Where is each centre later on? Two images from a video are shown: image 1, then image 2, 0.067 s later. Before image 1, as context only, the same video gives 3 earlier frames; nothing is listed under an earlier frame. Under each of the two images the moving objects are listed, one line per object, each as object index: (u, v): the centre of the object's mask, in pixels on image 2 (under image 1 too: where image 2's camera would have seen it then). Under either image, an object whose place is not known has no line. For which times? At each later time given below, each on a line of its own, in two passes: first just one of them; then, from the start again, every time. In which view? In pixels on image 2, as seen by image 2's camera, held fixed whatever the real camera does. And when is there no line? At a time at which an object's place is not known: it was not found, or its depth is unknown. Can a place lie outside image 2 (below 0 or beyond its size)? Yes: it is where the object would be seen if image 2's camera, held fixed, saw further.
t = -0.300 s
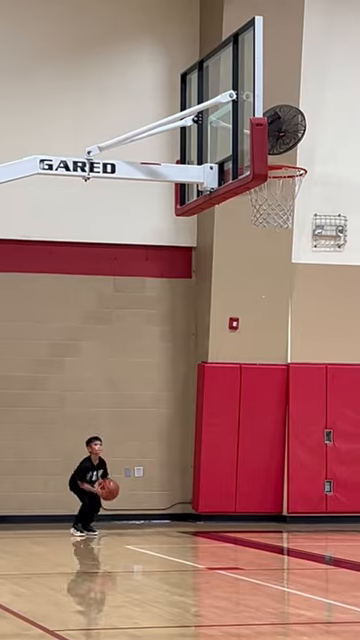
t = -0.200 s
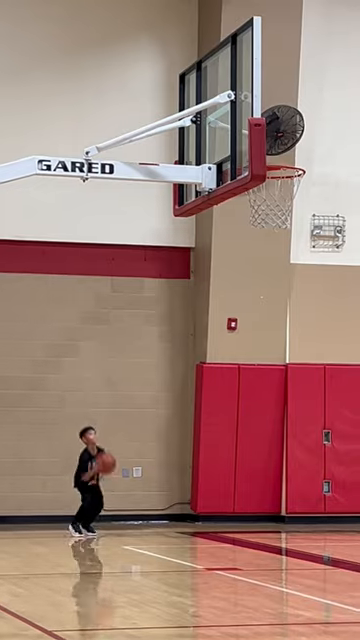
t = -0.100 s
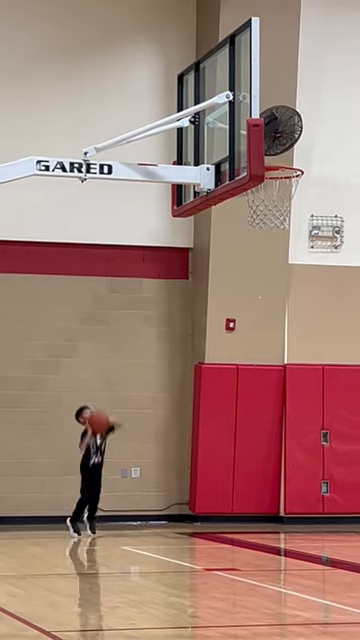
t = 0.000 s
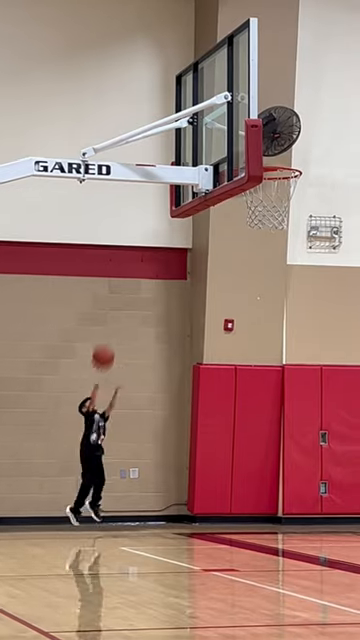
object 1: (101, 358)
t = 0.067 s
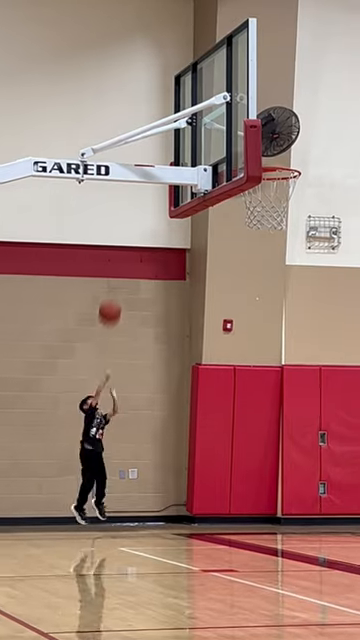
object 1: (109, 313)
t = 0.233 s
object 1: (129, 213)
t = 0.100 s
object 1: (113, 292)
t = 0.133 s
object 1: (118, 270)
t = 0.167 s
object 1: (121, 250)
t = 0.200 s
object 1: (125, 231)
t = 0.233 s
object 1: (129, 213)
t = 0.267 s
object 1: (134, 197)
